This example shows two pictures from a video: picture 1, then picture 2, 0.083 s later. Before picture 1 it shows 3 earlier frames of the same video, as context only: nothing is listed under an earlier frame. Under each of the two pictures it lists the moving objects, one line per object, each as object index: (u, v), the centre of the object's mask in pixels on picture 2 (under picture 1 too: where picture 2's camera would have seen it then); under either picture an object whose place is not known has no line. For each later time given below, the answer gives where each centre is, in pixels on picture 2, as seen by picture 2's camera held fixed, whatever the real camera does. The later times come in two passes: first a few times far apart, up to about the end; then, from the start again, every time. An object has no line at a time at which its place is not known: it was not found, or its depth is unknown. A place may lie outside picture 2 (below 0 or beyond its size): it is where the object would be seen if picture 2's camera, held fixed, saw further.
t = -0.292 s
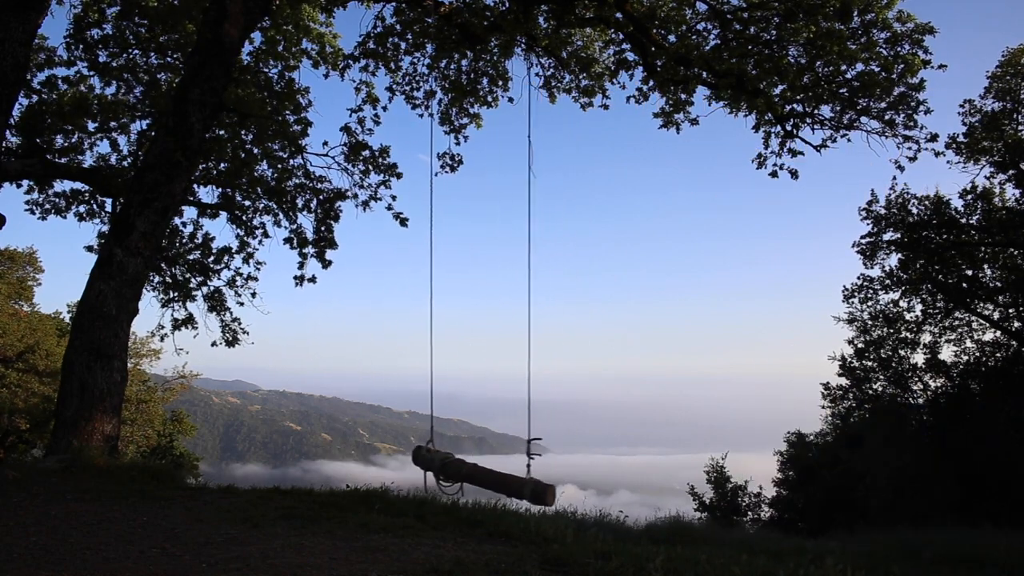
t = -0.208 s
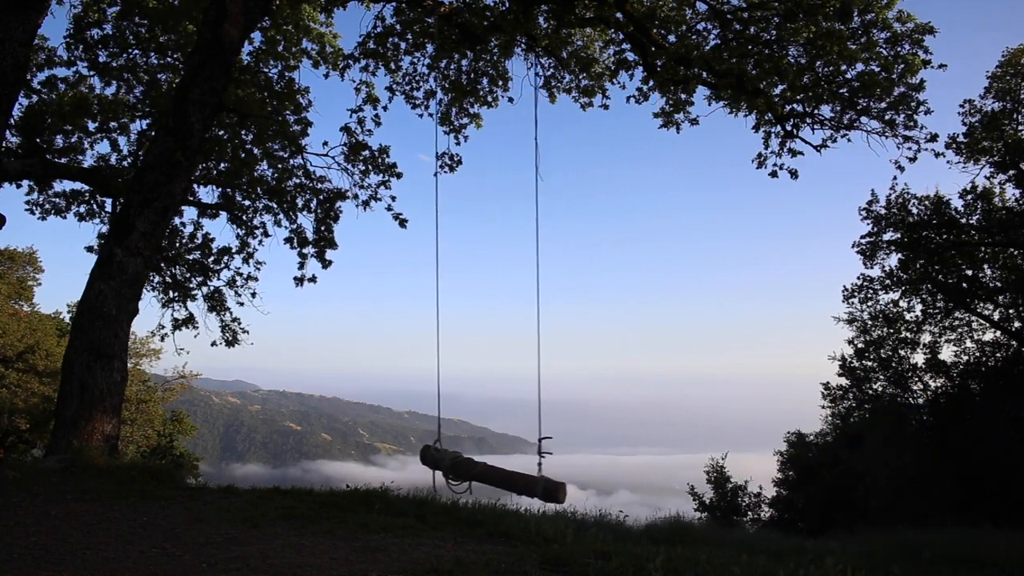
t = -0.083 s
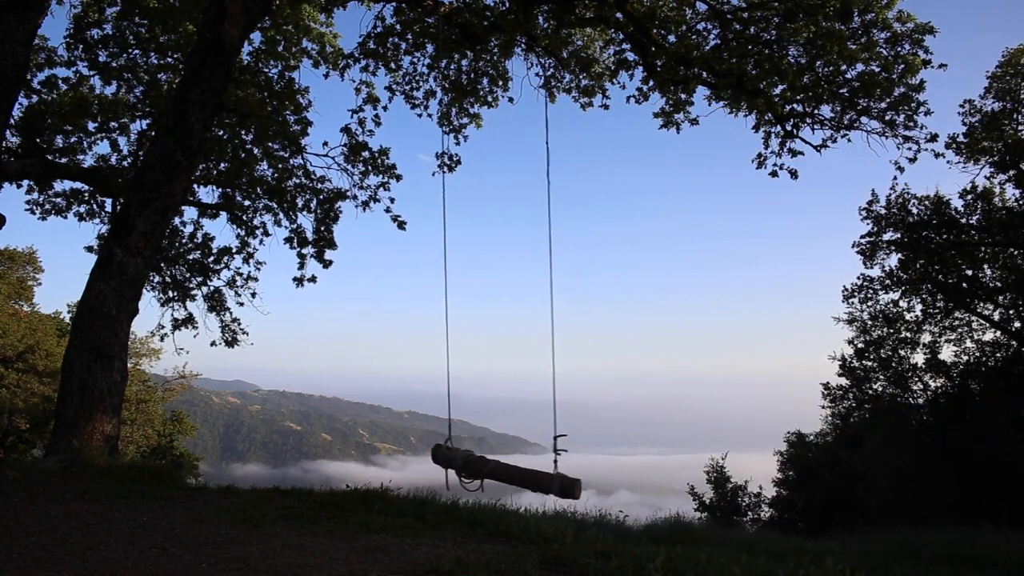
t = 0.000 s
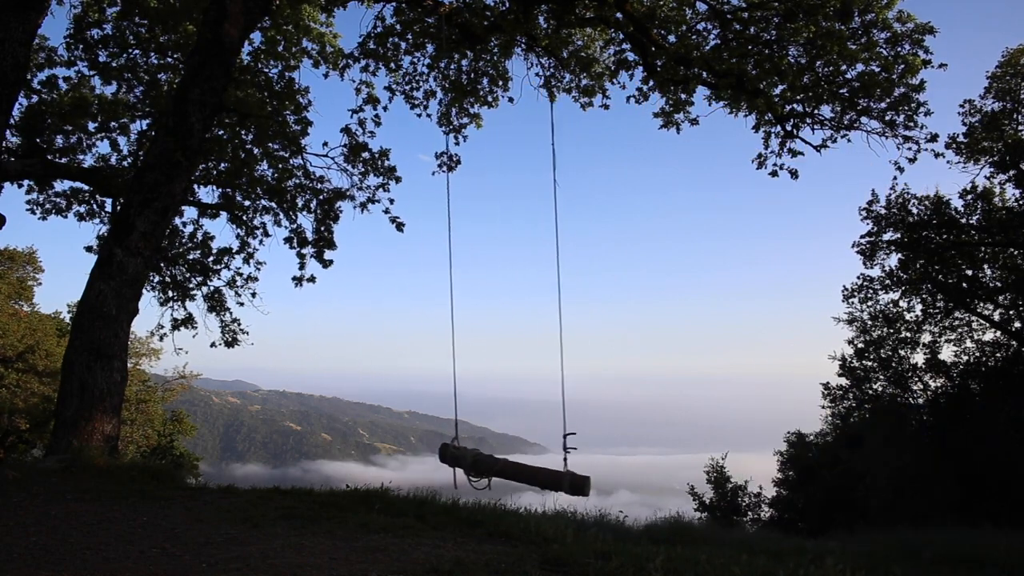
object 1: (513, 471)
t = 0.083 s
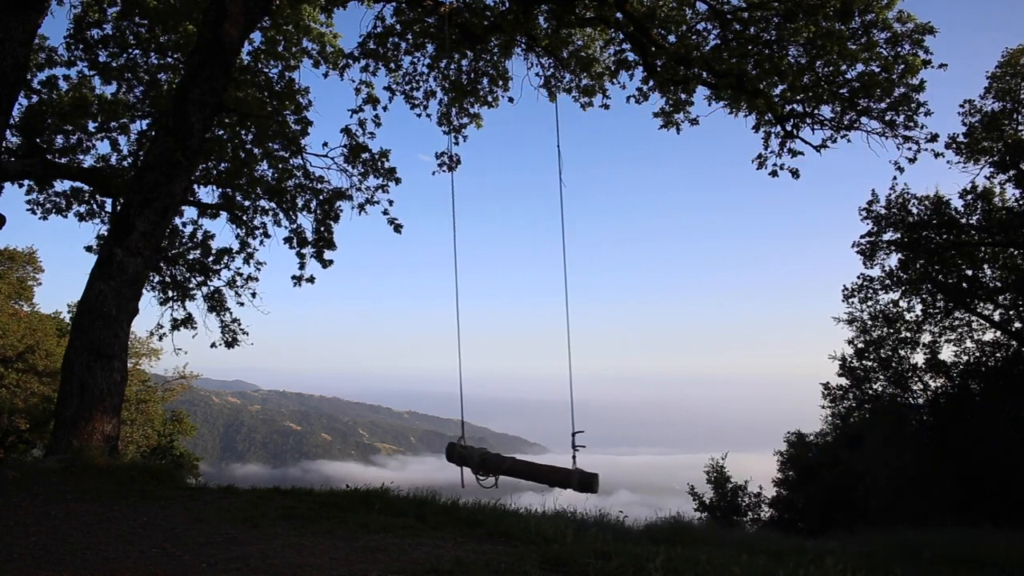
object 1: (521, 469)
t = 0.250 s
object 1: (534, 465)
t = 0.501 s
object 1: (549, 460)
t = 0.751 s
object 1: (556, 457)
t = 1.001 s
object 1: (557, 456)
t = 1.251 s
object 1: (552, 458)
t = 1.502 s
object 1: (539, 461)
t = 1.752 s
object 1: (521, 466)
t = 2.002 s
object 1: (497, 472)
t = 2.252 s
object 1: (470, 476)
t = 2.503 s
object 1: (443, 479)
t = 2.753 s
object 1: (418, 481)
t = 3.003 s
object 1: (400, 481)
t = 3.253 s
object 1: (390, 481)
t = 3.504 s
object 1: (391, 481)
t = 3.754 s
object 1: (402, 482)
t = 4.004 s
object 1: (422, 481)
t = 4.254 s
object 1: (447, 480)
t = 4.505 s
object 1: (475, 477)
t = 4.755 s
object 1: (501, 474)
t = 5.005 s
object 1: (524, 469)
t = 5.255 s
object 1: (541, 465)
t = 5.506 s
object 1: (551, 461)
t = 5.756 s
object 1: (554, 460)
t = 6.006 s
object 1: (551, 460)
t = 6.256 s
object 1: (541, 462)
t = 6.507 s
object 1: (525, 466)
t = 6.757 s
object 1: (504, 469)
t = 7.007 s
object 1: (480, 473)
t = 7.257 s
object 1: (455, 476)
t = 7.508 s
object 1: (432, 478)
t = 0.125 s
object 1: (524, 468)
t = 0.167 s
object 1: (528, 467)
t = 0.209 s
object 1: (531, 466)
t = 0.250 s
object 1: (534, 465)
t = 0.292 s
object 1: (537, 464)
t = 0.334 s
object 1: (539, 463)
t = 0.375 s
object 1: (542, 462)
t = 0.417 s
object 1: (545, 462)
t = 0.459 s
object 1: (546, 461)
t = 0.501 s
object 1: (549, 460)
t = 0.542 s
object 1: (550, 459)
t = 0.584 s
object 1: (552, 459)
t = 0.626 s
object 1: (553, 458)
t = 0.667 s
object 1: (554, 458)
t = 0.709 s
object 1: (555, 457)
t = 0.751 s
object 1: (556, 457)
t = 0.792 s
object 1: (557, 457)
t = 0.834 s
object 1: (558, 456)
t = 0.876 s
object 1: (558, 456)
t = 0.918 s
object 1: (558, 456)
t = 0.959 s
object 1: (558, 456)
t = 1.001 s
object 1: (557, 456)
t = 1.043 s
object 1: (557, 456)
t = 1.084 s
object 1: (556, 456)
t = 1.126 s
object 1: (555, 457)
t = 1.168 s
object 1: (554, 457)
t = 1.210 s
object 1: (553, 457)
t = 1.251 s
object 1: (552, 458)
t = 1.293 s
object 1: (550, 458)
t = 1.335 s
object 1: (548, 459)
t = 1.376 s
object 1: (546, 459)
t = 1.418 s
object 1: (544, 460)
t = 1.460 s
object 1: (542, 461)
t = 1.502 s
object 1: (539, 461)
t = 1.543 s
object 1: (537, 462)
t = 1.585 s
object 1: (534, 463)
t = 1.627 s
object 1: (531, 464)
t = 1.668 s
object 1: (527, 465)
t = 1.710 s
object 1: (525, 466)
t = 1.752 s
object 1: (521, 466)
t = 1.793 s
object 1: (517, 467)
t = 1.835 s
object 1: (514, 468)
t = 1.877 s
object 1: (510, 469)
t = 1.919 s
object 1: (506, 470)
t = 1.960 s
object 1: (502, 471)
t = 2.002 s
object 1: (497, 472)
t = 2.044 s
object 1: (493, 472)
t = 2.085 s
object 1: (489, 473)
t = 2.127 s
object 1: (484, 474)
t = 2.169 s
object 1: (480, 475)
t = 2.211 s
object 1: (475, 475)
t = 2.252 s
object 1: (470, 476)
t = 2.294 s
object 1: (466, 477)
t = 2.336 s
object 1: (461, 477)
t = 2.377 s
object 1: (456, 478)
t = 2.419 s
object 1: (452, 478)
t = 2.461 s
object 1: (447, 479)
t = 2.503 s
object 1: (443, 479)
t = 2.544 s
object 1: (438, 480)
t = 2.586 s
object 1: (434, 480)
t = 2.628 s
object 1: (430, 480)
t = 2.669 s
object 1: (426, 480)
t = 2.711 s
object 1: (422, 481)
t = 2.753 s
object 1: (418, 481)
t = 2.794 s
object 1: (414, 481)
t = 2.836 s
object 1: (411, 481)
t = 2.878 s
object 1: (407, 481)
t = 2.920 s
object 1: (405, 481)
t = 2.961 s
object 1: (402, 481)
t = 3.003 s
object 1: (400, 481)
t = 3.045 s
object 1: (397, 481)
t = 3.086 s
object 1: (396, 481)
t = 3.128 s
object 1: (394, 481)
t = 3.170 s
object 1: (392, 481)
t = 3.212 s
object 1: (391, 481)
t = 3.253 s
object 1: (390, 481)
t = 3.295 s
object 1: (389, 481)
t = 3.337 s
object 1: (389, 481)
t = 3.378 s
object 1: (389, 481)
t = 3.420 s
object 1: (389, 481)
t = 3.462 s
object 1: (390, 481)
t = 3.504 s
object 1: (391, 481)
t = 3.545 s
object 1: (392, 481)
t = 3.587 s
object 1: (394, 482)
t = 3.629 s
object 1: (396, 482)
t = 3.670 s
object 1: (397, 481)
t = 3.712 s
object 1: (400, 481)
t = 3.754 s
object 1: (402, 482)
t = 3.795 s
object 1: (405, 481)
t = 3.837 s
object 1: (408, 482)
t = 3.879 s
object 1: (411, 482)
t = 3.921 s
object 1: (414, 481)
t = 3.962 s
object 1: (418, 481)
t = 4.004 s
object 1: (422, 481)
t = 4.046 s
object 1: (426, 481)
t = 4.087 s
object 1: (430, 481)
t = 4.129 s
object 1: (435, 481)
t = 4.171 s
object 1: (439, 480)
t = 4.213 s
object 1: (443, 480)
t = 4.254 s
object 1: (447, 480)
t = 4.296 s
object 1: (451, 479)
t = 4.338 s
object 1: (456, 479)
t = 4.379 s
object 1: (461, 479)
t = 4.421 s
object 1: (466, 478)
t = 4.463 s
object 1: (470, 478)
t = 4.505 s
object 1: (475, 477)
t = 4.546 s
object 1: (479, 477)
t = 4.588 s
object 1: (484, 476)
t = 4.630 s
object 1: (488, 476)
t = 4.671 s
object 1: (493, 475)
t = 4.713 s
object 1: (497, 474)
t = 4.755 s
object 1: (501, 474)
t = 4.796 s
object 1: (506, 473)
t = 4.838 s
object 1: (510, 472)
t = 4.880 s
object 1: (514, 472)
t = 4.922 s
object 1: (517, 471)
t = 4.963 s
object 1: (521, 470)
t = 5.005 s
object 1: (524, 469)
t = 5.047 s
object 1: (528, 468)
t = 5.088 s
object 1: (530, 468)
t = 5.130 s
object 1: (533, 467)
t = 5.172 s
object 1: (536, 466)
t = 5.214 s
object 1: (539, 465)
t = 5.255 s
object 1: (541, 465)
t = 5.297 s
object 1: (543, 464)
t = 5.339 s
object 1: (545, 464)
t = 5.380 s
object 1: (547, 463)
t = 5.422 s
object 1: (549, 462)
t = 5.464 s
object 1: (550, 462)
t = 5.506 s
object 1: (551, 461)
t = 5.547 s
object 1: (552, 461)
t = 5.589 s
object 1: (553, 460)
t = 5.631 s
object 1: (554, 460)
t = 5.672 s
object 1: (554, 460)
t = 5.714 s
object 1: (554, 460)
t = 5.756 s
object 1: (554, 460)
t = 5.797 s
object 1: (554, 459)
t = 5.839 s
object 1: (554, 460)
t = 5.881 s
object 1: (554, 460)
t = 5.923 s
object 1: (553, 460)
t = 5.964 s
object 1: (552, 460)
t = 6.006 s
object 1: (551, 460)
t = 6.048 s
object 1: (549, 460)
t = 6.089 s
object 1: (548, 460)
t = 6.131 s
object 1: (547, 461)
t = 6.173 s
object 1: (545, 461)
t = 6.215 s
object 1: (543, 462)
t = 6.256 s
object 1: (541, 462)
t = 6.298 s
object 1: (539, 463)
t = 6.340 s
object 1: (536, 463)
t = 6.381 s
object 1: (534, 464)
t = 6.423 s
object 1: (531, 464)
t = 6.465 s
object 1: (528, 465)
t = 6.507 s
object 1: (525, 466)
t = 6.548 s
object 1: (522, 466)
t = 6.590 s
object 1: (519, 467)
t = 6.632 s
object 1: (515, 468)
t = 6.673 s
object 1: (512, 468)
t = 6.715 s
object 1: (508, 469)
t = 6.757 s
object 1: (504, 469)
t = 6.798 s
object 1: (501, 470)
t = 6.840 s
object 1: (497, 471)
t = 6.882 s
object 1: (493, 471)
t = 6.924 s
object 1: (489, 472)
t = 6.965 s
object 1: (484, 473)
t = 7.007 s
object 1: (480, 473)
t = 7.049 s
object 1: (476, 474)
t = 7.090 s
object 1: (472, 474)
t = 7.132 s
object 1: (468, 475)
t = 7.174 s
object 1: (463, 475)
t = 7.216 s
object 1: (459, 475)
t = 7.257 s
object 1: (455, 476)
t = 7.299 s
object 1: (451, 476)
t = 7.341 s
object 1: (447, 477)
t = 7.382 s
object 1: (443, 477)
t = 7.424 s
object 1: (439, 477)
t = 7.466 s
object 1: (436, 478)
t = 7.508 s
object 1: (432, 478)
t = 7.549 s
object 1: (429, 478)
